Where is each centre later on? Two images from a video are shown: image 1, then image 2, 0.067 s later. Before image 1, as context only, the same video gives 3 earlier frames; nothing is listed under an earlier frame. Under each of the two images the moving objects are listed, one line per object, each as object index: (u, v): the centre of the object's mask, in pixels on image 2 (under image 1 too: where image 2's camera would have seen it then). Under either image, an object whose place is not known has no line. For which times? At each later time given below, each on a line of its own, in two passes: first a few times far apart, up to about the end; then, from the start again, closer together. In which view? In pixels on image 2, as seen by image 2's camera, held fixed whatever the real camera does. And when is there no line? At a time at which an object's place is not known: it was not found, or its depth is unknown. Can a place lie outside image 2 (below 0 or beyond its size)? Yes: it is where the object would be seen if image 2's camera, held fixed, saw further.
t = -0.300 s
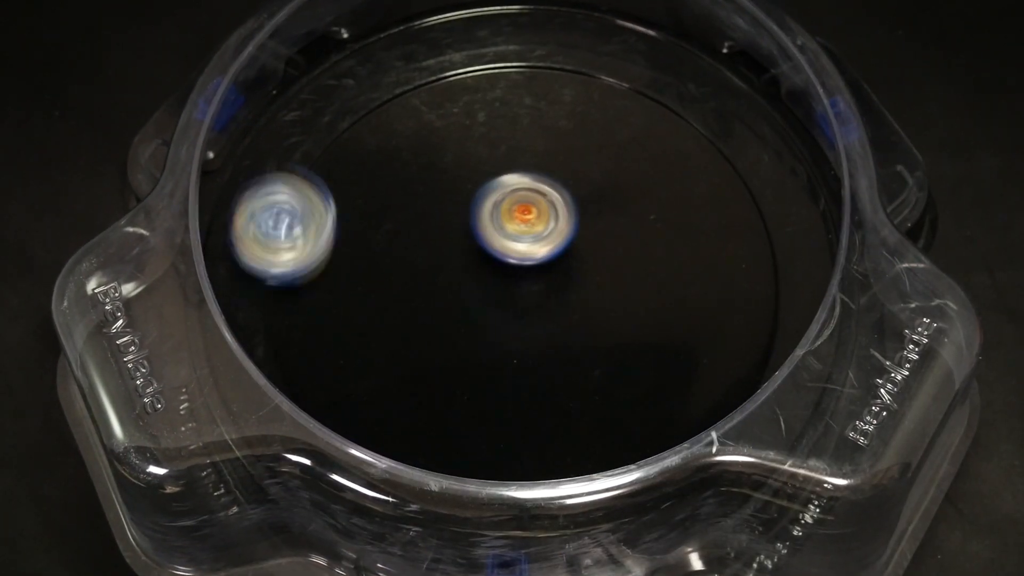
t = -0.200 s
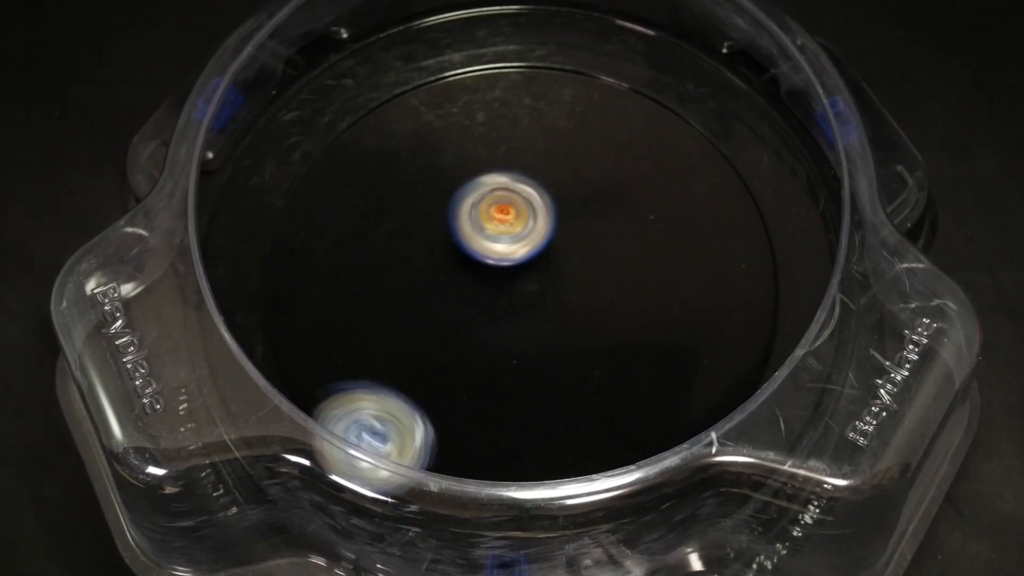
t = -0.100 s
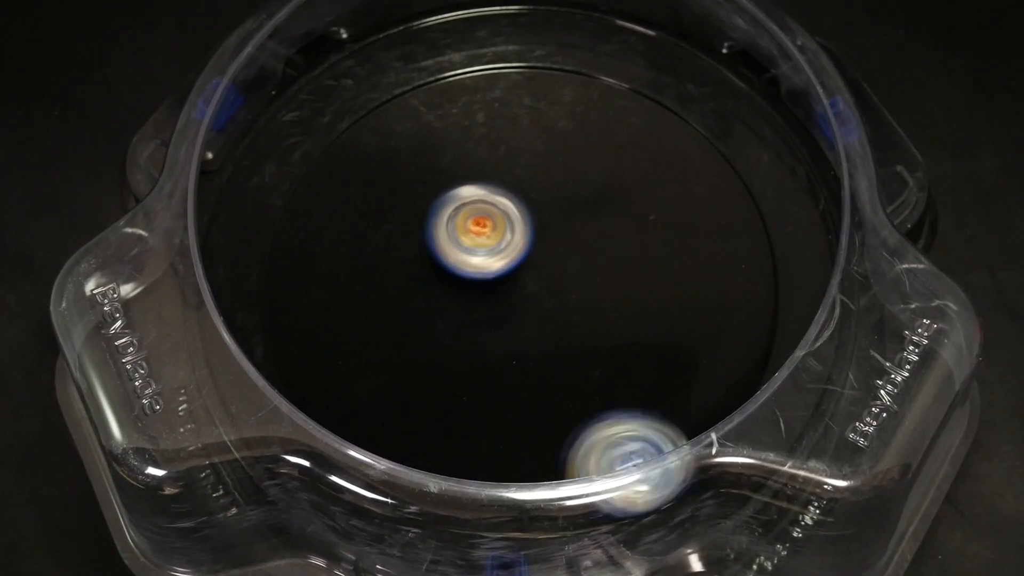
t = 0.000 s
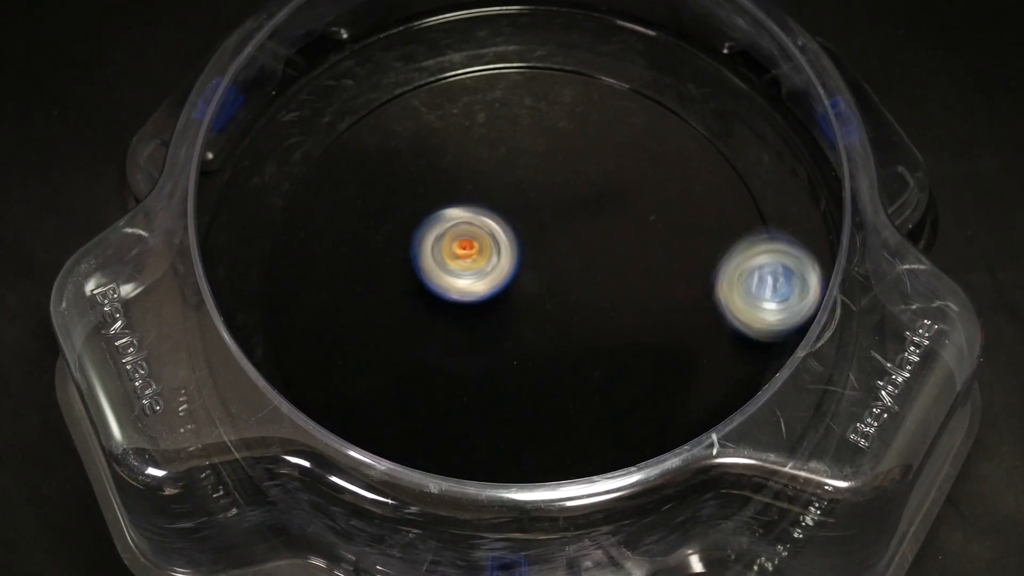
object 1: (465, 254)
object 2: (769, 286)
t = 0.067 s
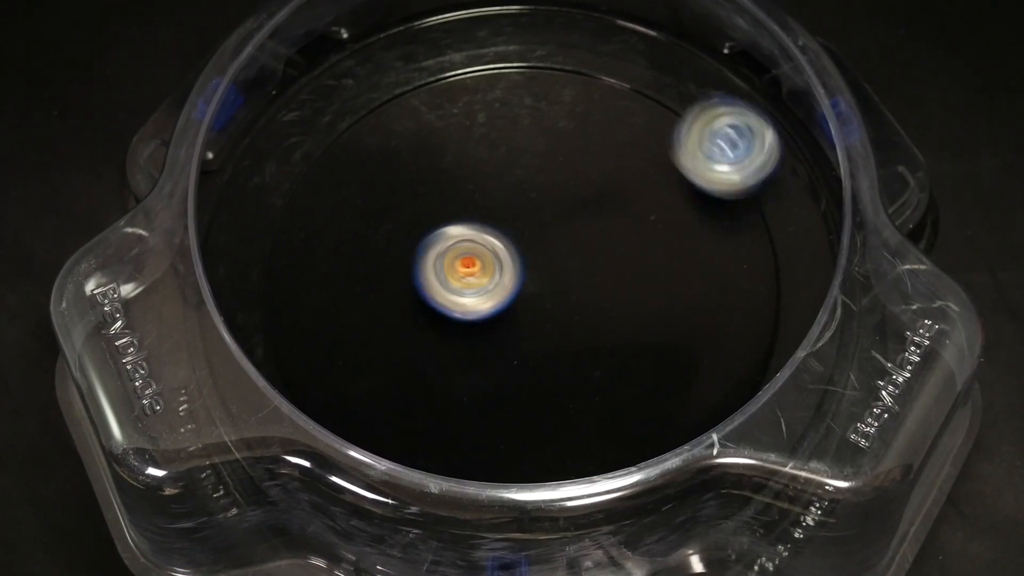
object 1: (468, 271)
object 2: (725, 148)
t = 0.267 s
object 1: (528, 293)
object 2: (305, 174)
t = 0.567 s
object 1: (576, 214)
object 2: (762, 314)
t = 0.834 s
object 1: (483, 197)
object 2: (326, 144)
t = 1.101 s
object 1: (470, 306)
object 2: (683, 433)
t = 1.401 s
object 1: (631, 302)
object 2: (419, 77)
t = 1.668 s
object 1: (603, 146)
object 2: (498, 485)
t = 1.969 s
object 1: (386, 204)
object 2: (651, 88)
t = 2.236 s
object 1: (454, 409)
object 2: (273, 278)
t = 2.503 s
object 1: (709, 330)
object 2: (669, 439)
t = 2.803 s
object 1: (518, 27)
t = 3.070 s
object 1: (323, 324)
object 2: (373, 137)
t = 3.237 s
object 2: (276, 256)
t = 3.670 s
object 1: (608, 127)
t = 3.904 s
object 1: (281, 145)
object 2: (684, 171)
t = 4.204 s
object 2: (395, 96)
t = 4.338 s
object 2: (290, 206)
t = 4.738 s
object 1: (524, 98)
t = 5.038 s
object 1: (318, 328)
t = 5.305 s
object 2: (395, 116)
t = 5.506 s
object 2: (314, 315)
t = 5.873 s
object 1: (452, 97)
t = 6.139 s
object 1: (291, 321)
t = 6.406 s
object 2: (401, 127)
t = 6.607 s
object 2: (268, 285)
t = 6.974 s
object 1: (451, 58)
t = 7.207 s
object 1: (269, 282)
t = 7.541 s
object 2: (417, 78)
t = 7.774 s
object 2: (325, 288)
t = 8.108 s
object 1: (300, 183)
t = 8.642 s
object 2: (477, 119)
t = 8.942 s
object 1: (432, 74)
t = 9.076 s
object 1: (292, 200)
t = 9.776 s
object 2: (480, 90)
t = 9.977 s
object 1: (373, 90)
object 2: (346, 198)
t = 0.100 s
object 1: (473, 279)
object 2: (669, 95)
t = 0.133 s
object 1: (481, 286)
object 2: (596, 64)
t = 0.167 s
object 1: (491, 292)
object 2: (514, 57)
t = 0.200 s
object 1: (502, 294)
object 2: (430, 73)
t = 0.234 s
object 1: (515, 295)
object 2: (359, 112)
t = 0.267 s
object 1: (528, 293)
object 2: (305, 174)
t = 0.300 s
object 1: (541, 289)
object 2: (279, 249)
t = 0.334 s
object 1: (553, 283)
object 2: (289, 333)
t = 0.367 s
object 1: (563, 274)
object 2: (333, 404)
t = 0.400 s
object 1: (572, 265)
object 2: (408, 459)
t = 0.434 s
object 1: (579, 254)
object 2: (497, 482)
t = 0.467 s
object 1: (582, 243)
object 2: (592, 475)
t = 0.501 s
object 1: (583, 232)
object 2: (670, 437)
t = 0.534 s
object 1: (580, 222)
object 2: (723, 377)
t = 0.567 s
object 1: (576, 214)
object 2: (762, 314)
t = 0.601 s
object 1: (569, 206)
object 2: (766, 240)
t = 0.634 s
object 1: (559, 199)
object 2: (741, 173)
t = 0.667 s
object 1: (549, 193)
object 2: (691, 113)
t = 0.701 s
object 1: (536, 190)
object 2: (624, 75)
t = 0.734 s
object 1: (524, 188)
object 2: (546, 57)
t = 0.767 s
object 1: (510, 188)
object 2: (462, 64)
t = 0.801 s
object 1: (497, 191)
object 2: (387, 93)
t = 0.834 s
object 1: (483, 197)
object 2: (326, 144)
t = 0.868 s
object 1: (472, 205)
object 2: (287, 212)
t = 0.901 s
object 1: (462, 215)
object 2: (278, 289)
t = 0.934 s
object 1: (454, 227)
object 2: (305, 362)
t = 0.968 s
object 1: (449, 242)
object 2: (356, 426)
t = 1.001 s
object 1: (449, 258)
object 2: (433, 470)
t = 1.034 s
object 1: (452, 274)
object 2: (519, 484)
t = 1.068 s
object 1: (459, 290)
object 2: (608, 473)
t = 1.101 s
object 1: (470, 306)
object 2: (683, 433)
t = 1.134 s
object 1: (484, 320)
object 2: (735, 377)
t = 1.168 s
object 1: (501, 331)
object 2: (762, 312)
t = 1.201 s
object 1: (520, 339)
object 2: (765, 242)
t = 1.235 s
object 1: (541, 343)
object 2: (743, 175)
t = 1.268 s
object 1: (561, 343)
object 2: (698, 121)
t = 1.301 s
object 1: (581, 339)
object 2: (638, 82)
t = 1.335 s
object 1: (599, 330)
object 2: (568, 61)
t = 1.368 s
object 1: (616, 319)
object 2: (492, 59)
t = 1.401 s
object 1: (631, 302)
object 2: (419, 77)
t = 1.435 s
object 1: (641, 284)
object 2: (354, 113)
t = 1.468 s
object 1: (649, 265)
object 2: (307, 166)
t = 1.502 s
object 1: (653, 242)
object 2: (279, 230)
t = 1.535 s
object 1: (652, 221)
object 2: (276, 302)
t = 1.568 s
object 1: (646, 199)
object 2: (307, 364)
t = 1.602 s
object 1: (636, 180)
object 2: (353, 425)
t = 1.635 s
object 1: (622, 161)
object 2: (423, 466)
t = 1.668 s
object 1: (603, 146)
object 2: (498, 485)
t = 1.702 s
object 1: (583, 135)
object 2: (579, 481)
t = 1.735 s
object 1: (558, 127)
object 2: (654, 452)
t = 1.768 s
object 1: (531, 125)
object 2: (710, 407)
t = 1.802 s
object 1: (504, 126)
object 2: (747, 355)
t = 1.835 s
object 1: (476, 134)
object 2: (767, 293)
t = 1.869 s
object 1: (449, 145)
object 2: (764, 232)
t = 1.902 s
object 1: (424, 161)
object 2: (741, 175)
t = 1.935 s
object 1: (403, 180)
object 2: (703, 124)
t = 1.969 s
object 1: (386, 204)
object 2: (651, 88)
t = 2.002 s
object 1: (374, 230)
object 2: (592, 64)
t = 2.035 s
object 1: (367, 258)
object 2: (528, 55)
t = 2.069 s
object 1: (367, 288)
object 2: (462, 62)
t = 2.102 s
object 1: (372, 317)
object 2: (401, 83)
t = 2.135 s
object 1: (384, 346)
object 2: (349, 116)
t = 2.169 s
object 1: (402, 371)
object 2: (307, 163)
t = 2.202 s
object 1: (426, 393)
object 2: (282, 218)
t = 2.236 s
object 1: (454, 409)
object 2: (273, 278)
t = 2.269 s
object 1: (485, 421)
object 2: (289, 336)
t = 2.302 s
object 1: (518, 427)
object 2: (319, 391)
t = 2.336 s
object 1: (552, 427)
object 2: (367, 437)
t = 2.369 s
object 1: (587, 420)
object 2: (428, 467)
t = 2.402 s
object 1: (620, 409)
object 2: (494, 484)
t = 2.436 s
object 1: (652, 390)
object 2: (563, 480)
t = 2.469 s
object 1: (680, 369)
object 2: (631, 463)
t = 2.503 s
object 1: (709, 330)
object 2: (669, 439)
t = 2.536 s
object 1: (738, 275)
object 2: (694, 413)
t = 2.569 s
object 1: (761, 218)
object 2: (708, 388)
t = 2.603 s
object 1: (762, 161)
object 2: (728, 364)
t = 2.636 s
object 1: (751, 113)
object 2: (739, 334)
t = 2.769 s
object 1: (573, 32)
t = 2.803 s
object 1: (518, 27)
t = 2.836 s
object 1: (460, 25)
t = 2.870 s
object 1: (413, 30)
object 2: (605, 145)
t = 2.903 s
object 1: (390, 57)
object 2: (569, 134)
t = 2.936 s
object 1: (368, 103)
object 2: (528, 124)
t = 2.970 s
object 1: (349, 154)
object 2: (490, 120)
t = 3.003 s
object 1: (334, 210)
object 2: (447, 122)
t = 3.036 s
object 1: (325, 267)
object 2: (409, 128)
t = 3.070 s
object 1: (323, 324)
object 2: (373, 137)
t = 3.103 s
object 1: (331, 377)
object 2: (341, 153)
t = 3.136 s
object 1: (346, 430)
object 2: (312, 172)
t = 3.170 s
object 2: (288, 194)
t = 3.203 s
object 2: (273, 222)
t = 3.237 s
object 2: (276, 256)
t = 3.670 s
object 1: (608, 127)
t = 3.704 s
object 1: (550, 102)
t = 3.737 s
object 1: (491, 82)
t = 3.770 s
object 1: (432, 66)
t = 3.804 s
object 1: (378, 58)
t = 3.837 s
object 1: (328, 65)
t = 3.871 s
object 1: (302, 103)
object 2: (700, 205)
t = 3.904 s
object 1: (281, 145)
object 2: (684, 171)
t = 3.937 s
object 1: (262, 189)
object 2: (663, 138)
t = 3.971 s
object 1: (249, 237)
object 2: (639, 108)
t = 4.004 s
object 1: (241, 286)
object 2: (609, 85)
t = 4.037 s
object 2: (575, 65)
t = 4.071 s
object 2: (539, 51)
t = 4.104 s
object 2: (502, 55)
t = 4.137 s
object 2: (464, 66)
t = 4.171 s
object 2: (429, 79)
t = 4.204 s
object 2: (395, 96)
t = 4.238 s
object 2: (363, 120)
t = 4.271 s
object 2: (334, 145)
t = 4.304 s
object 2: (309, 174)
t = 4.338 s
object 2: (290, 206)
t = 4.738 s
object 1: (524, 98)
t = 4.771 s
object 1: (486, 118)
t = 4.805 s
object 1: (447, 138)
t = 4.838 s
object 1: (413, 162)
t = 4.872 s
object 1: (382, 186)
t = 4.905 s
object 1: (356, 213)
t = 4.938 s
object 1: (336, 241)
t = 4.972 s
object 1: (323, 271)
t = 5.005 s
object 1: (317, 300)
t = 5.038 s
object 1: (318, 328)
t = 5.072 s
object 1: (327, 354)
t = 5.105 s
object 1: (344, 377)
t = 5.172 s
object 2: (553, 77)
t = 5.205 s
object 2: (511, 77)
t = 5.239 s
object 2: (469, 83)
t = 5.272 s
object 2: (430, 95)
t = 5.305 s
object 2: (395, 116)
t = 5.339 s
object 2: (365, 140)
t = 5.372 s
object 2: (340, 170)
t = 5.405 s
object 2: (324, 203)
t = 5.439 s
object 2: (313, 239)
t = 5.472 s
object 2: (309, 276)
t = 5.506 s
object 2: (314, 315)
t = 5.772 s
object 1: (579, 90)
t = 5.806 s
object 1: (537, 87)
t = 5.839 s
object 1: (493, 89)
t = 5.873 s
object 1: (452, 97)
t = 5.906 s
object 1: (411, 111)
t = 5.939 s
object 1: (376, 131)
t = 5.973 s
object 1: (345, 156)
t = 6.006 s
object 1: (321, 184)
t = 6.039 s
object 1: (302, 215)
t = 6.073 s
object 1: (292, 250)
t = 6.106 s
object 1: (286, 285)
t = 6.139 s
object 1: (291, 321)
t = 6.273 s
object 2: (563, 102)
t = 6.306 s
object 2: (522, 102)
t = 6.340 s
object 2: (480, 106)
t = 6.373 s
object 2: (438, 114)
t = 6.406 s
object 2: (401, 127)
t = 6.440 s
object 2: (367, 145)
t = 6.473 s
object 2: (337, 169)
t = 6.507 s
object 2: (312, 193)
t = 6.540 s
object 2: (291, 221)
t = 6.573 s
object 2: (276, 253)
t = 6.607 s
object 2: (268, 285)
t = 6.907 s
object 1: (544, 54)
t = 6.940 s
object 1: (498, 53)
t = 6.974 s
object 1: (451, 58)
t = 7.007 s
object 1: (407, 70)
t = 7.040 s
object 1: (367, 89)
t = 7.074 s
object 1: (332, 116)
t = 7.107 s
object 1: (304, 151)
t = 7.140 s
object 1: (283, 191)
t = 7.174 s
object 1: (268, 234)
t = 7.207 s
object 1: (269, 282)
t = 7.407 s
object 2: (553, 64)
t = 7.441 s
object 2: (518, 58)
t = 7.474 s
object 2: (484, 58)
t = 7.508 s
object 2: (448, 65)
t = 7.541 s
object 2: (417, 78)
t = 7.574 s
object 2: (387, 98)
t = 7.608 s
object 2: (361, 122)
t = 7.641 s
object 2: (340, 150)
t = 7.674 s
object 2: (325, 182)
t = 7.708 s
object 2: (317, 217)
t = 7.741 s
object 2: (317, 252)
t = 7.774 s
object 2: (325, 288)
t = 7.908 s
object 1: (554, 49)
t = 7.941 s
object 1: (502, 53)
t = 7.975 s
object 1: (449, 61)
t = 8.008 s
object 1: (400, 77)
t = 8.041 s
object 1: (359, 101)
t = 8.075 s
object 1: (325, 139)
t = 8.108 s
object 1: (300, 183)
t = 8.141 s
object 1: (282, 229)
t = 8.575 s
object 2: (554, 105)
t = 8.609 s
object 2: (516, 110)
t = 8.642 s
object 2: (477, 119)
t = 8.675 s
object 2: (441, 132)
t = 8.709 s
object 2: (410, 151)
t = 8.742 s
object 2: (383, 173)
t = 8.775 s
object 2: (362, 198)
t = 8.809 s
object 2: (345, 226)
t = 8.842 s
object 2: (334, 256)
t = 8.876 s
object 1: (535, 59)
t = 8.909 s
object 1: (481, 63)
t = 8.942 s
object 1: (432, 74)
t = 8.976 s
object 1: (385, 93)
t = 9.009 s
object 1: (347, 122)
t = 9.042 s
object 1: (315, 160)
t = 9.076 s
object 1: (292, 200)
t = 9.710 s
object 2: (543, 92)
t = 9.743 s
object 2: (512, 89)
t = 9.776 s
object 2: (480, 90)
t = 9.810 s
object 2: (449, 96)
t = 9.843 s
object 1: (559, 58)
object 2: (420, 108)
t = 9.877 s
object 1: (510, 55)
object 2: (394, 124)
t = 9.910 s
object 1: (462, 57)
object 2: (373, 146)
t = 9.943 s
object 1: (416, 67)
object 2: (357, 170)
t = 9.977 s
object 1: (373, 90)
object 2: (346, 198)
